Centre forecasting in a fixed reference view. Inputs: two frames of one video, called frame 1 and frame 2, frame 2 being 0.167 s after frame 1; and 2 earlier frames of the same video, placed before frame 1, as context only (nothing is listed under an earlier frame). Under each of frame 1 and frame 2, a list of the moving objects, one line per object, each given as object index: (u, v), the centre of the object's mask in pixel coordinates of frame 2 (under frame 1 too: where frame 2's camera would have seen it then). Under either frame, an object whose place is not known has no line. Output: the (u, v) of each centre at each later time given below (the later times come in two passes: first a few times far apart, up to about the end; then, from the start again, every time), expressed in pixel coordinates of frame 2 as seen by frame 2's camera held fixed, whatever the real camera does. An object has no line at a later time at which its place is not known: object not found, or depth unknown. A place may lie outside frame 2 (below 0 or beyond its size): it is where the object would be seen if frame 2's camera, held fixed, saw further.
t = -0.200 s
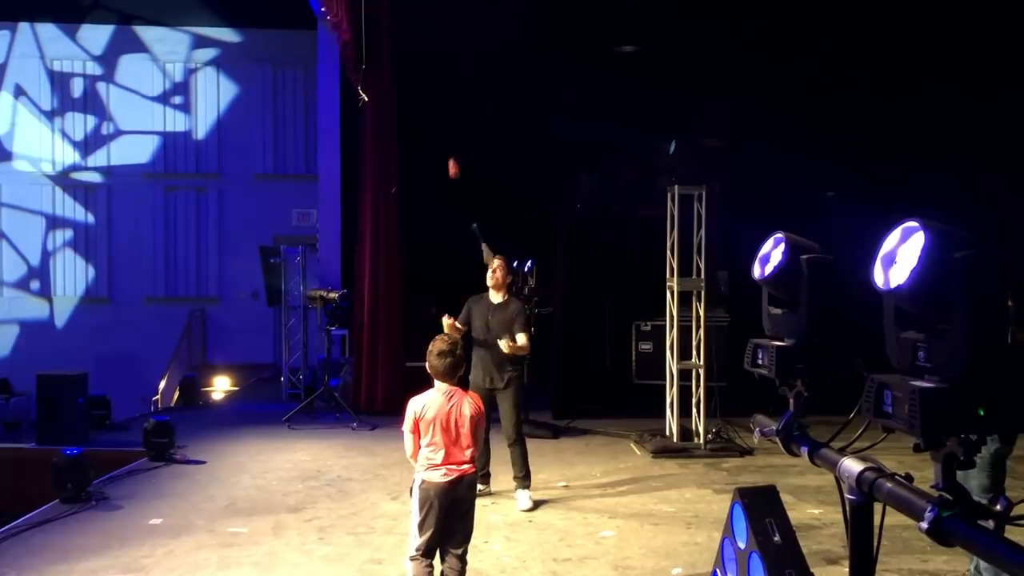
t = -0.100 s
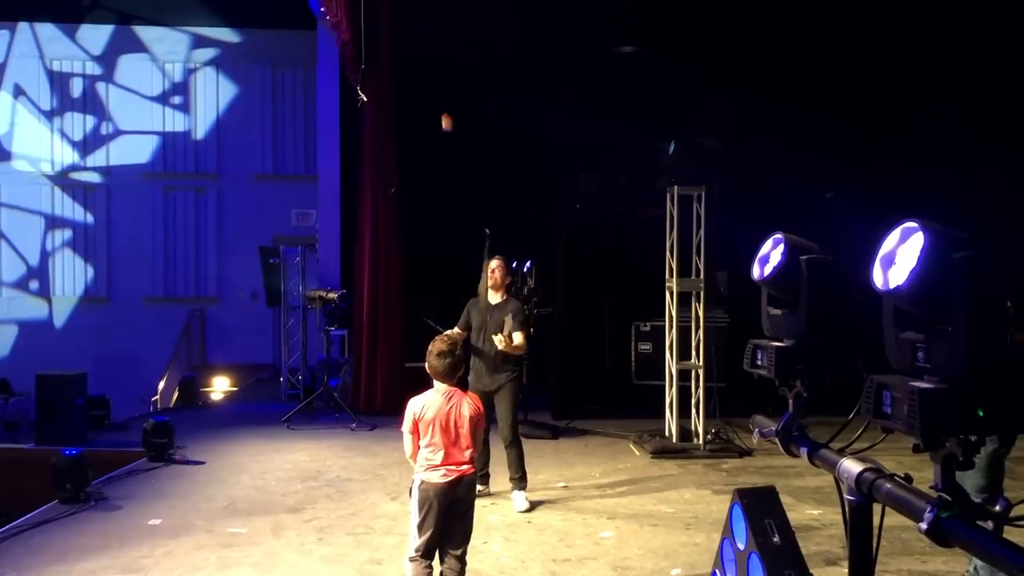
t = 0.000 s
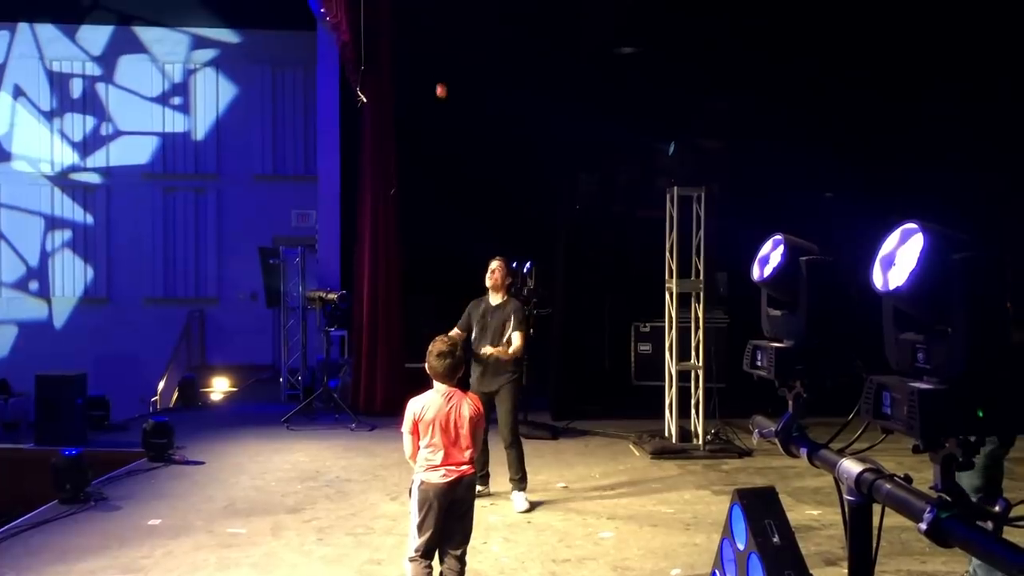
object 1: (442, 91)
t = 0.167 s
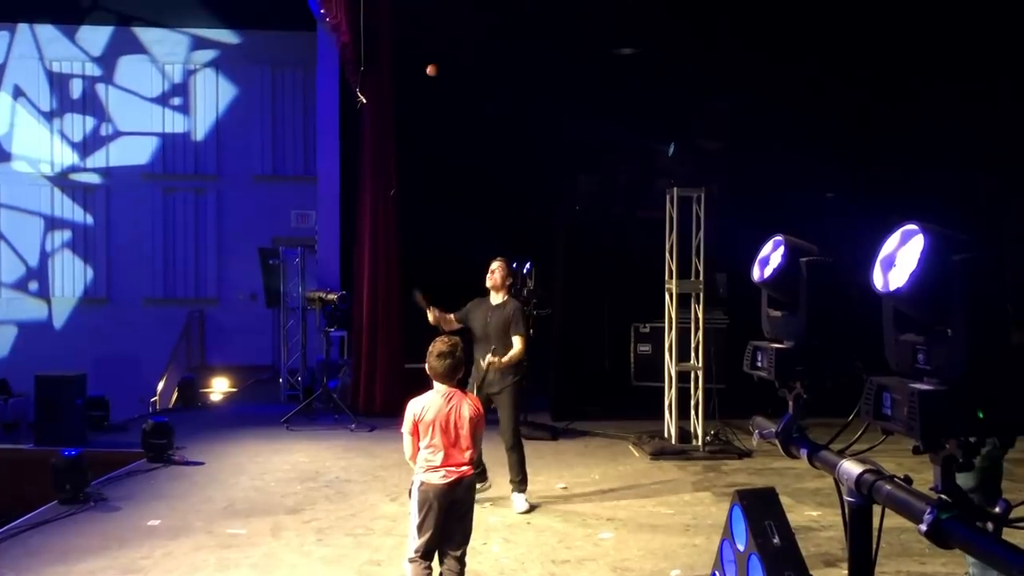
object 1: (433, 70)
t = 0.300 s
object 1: (425, 83)
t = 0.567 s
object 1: (409, 190)
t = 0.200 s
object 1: (430, 70)
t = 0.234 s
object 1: (429, 73)
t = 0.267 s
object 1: (427, 77)
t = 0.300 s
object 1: (425, 83)
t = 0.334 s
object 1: (423, 90)
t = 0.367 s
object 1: (420, 99)
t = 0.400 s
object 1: (418, 110)
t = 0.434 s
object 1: (416, 123)
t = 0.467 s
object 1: (415, 136)
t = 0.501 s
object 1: (413, 152)
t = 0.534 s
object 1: (411, 170)
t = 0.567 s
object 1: (409, 190)
